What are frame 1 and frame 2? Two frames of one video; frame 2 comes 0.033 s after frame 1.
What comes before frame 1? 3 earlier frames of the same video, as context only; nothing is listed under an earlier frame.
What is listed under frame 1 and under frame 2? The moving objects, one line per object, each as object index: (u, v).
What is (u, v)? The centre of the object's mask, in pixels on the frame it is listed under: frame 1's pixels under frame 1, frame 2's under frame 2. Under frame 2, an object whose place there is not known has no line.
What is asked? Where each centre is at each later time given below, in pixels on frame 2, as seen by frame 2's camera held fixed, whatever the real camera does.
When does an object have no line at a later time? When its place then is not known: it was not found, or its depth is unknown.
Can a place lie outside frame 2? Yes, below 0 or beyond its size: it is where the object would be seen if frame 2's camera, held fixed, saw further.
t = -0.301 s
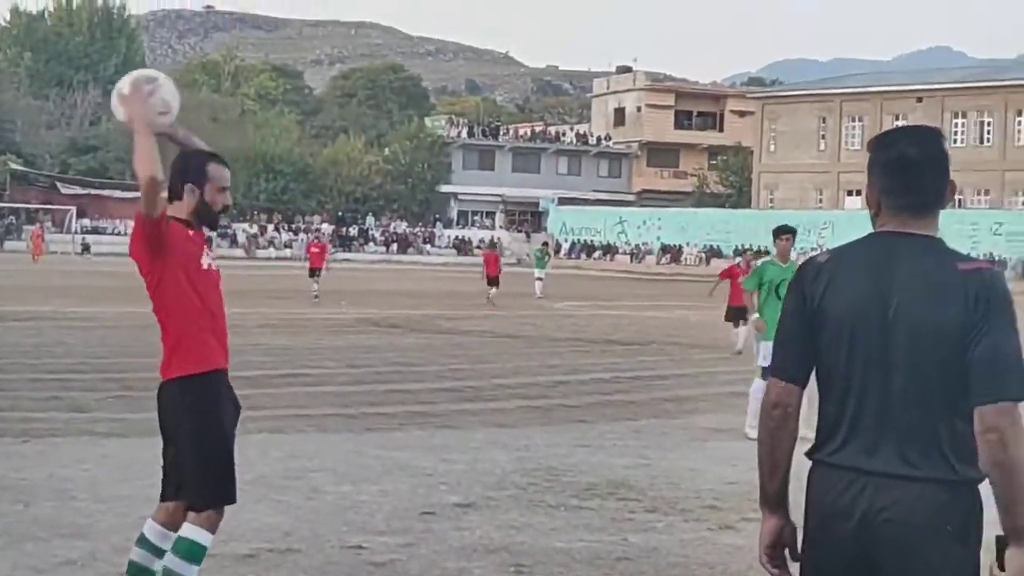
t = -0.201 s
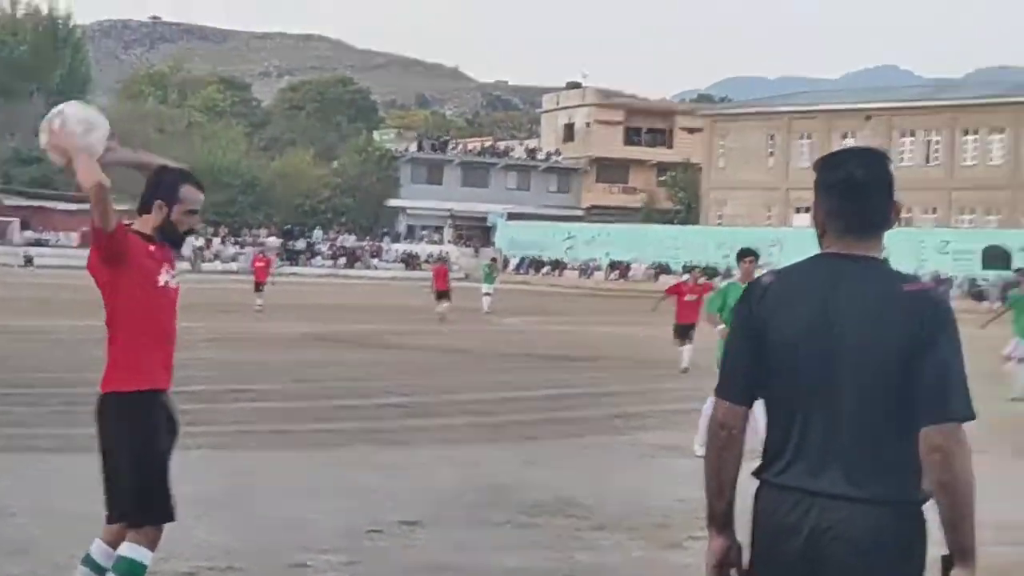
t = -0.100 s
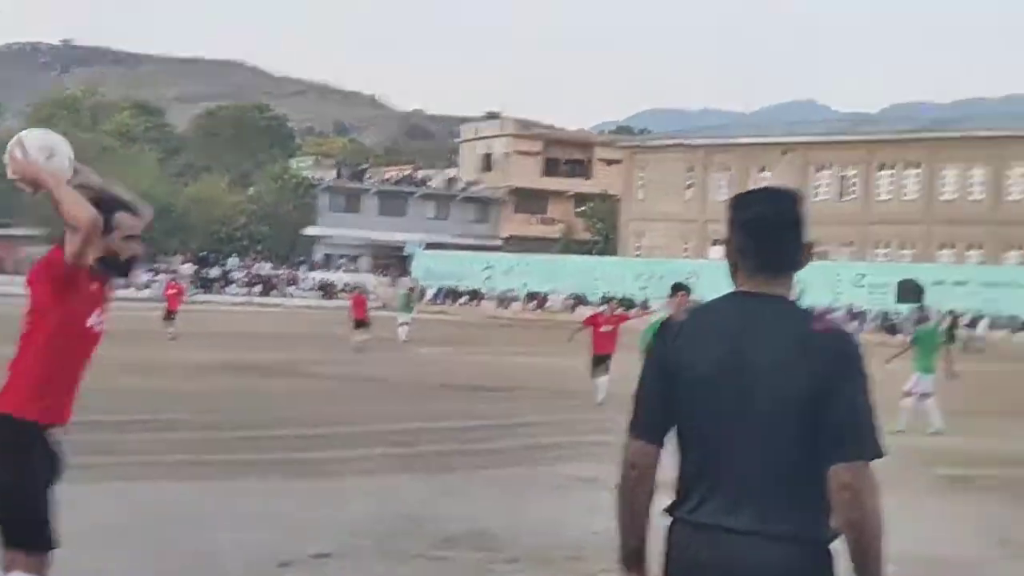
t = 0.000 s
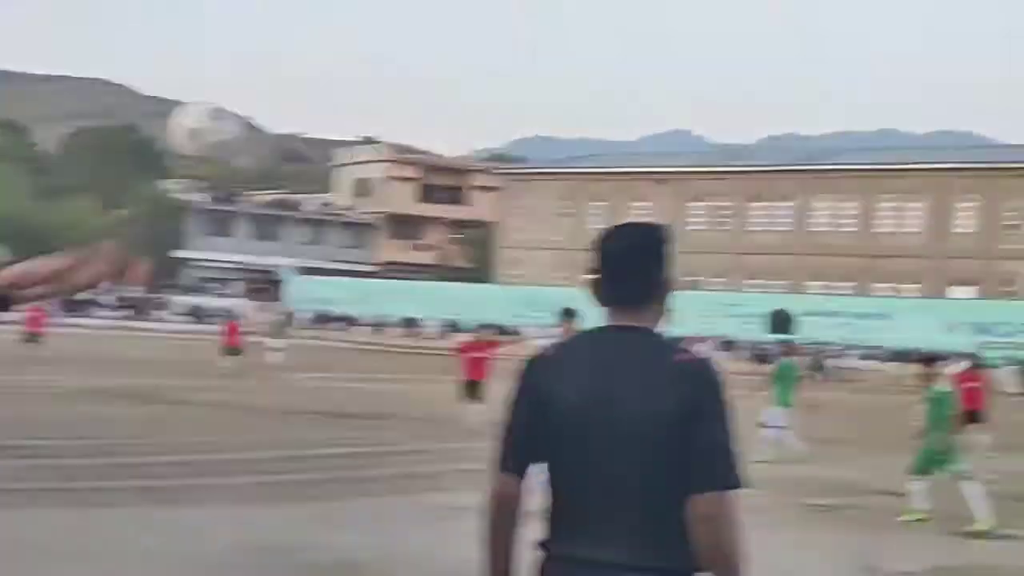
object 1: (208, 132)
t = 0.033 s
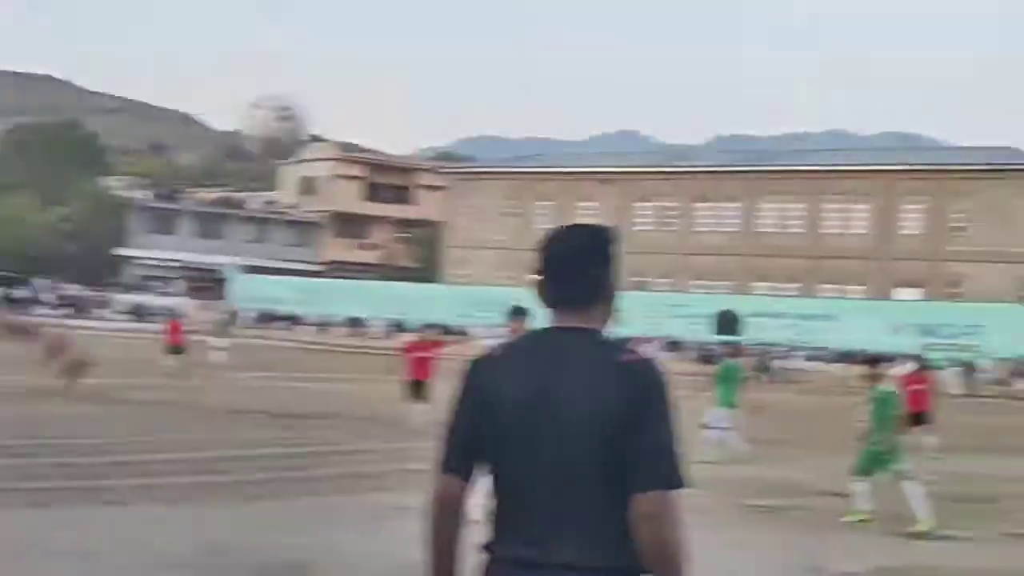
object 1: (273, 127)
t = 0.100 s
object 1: (520, 133)
